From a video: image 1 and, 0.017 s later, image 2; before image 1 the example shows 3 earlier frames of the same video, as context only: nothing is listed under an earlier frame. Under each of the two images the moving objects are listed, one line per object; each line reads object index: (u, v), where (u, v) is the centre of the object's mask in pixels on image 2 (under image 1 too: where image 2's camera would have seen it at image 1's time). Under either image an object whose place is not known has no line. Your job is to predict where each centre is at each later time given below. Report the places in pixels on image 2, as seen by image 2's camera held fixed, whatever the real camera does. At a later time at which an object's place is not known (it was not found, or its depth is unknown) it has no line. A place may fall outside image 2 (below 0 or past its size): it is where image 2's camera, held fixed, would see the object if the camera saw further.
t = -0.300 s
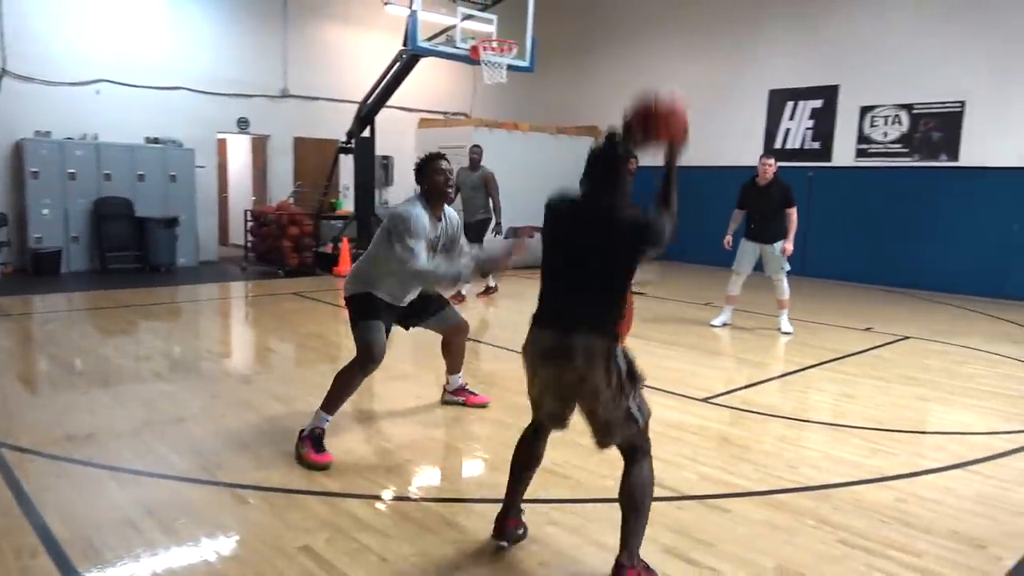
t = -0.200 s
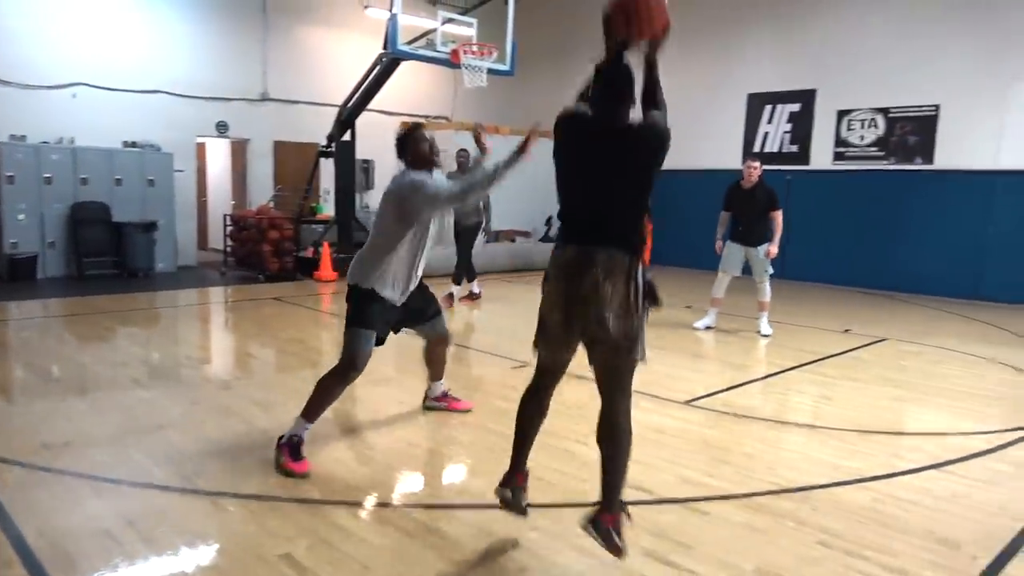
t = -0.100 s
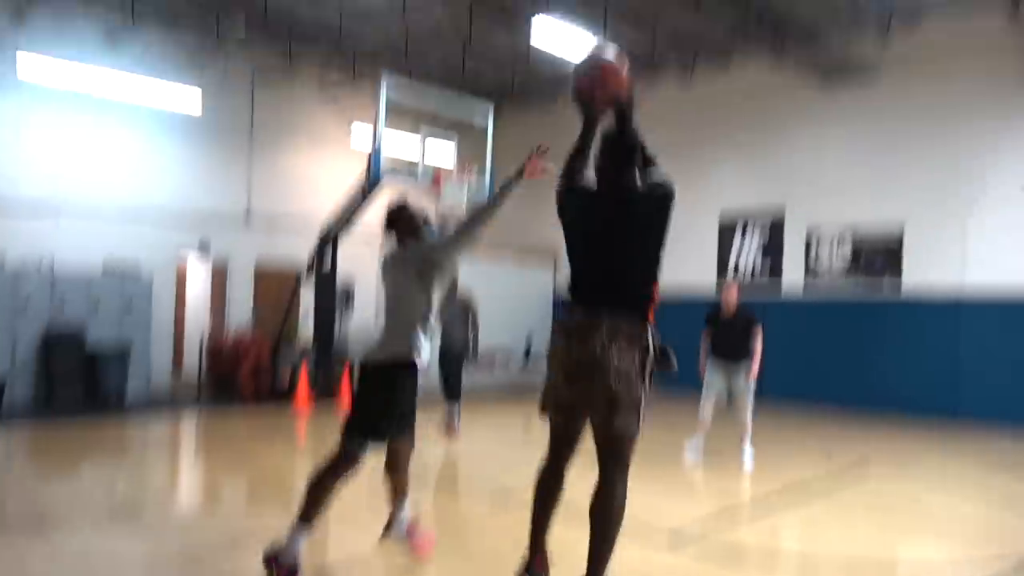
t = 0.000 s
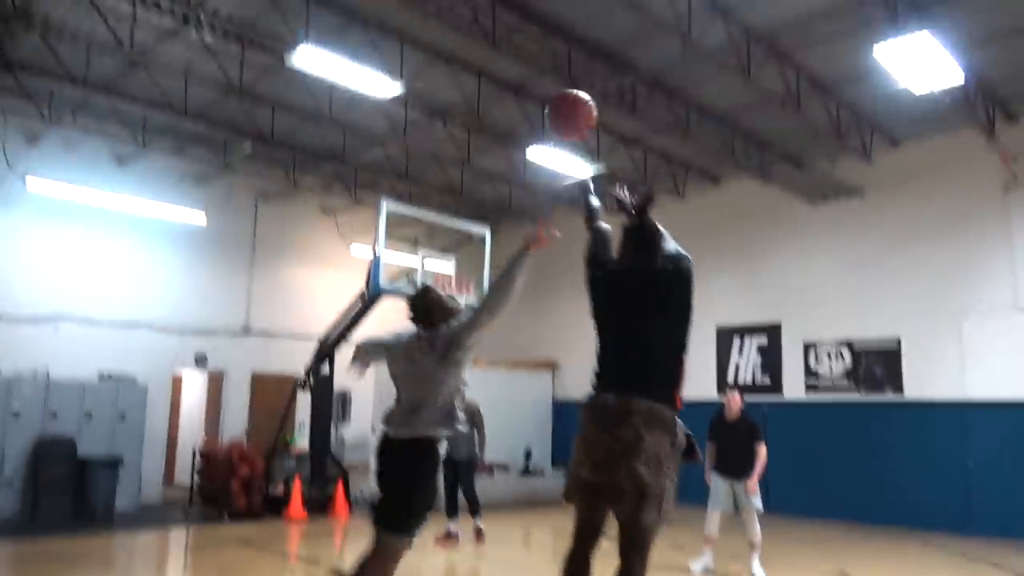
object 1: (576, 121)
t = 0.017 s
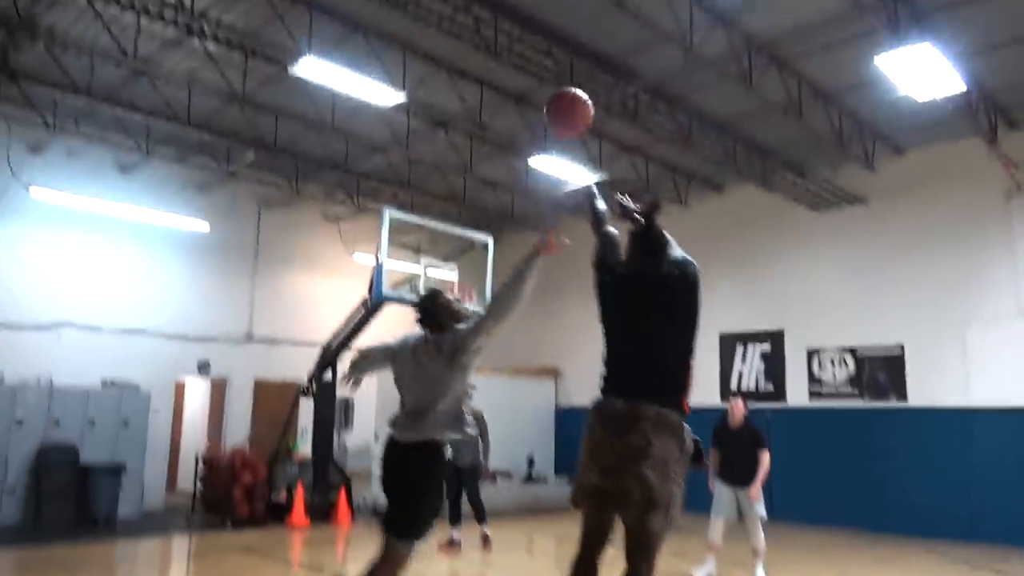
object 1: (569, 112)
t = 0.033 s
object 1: (572, 95)
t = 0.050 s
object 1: (564, 95)
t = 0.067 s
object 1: (558, 92)
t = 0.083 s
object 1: (555, 84)
